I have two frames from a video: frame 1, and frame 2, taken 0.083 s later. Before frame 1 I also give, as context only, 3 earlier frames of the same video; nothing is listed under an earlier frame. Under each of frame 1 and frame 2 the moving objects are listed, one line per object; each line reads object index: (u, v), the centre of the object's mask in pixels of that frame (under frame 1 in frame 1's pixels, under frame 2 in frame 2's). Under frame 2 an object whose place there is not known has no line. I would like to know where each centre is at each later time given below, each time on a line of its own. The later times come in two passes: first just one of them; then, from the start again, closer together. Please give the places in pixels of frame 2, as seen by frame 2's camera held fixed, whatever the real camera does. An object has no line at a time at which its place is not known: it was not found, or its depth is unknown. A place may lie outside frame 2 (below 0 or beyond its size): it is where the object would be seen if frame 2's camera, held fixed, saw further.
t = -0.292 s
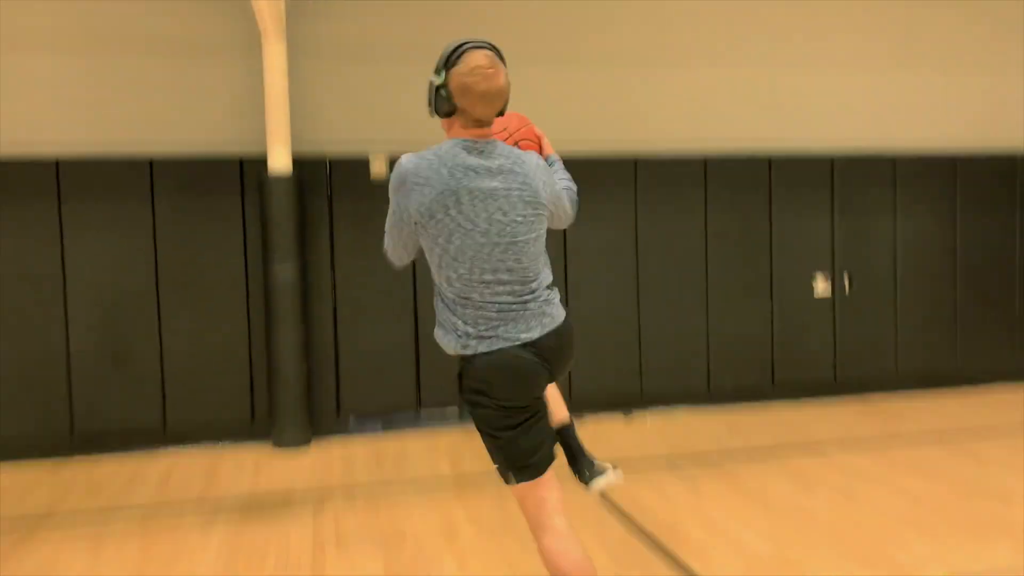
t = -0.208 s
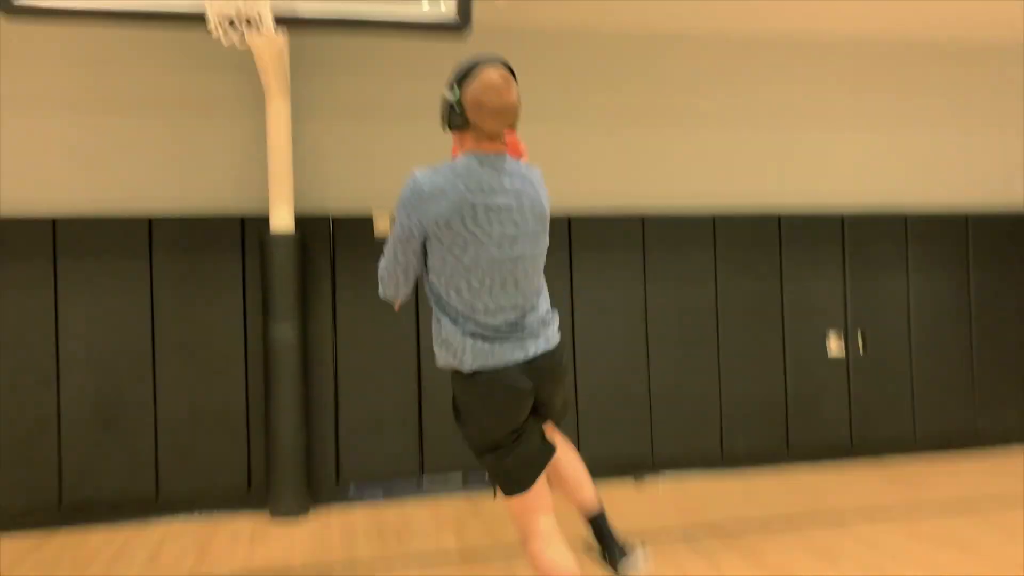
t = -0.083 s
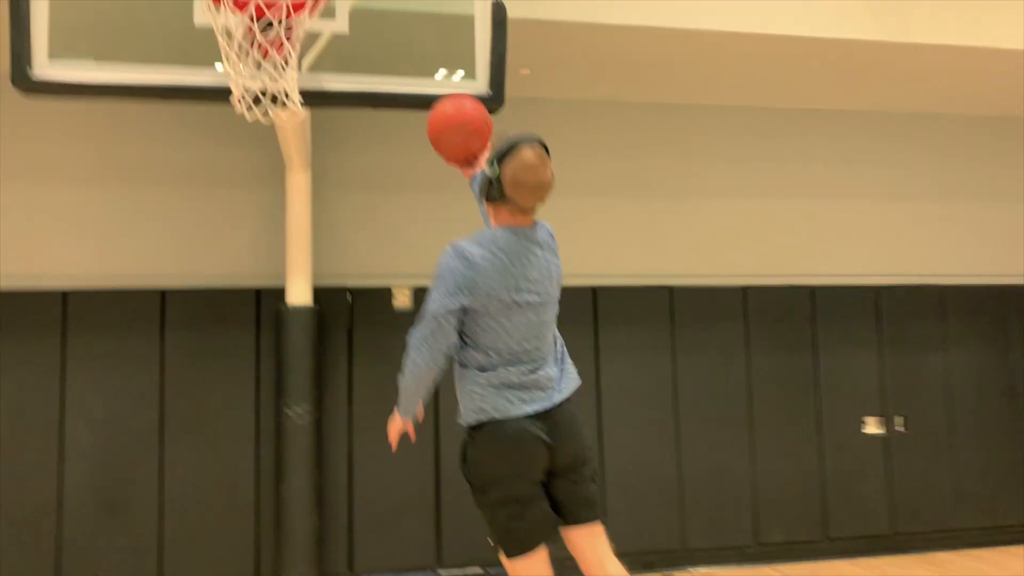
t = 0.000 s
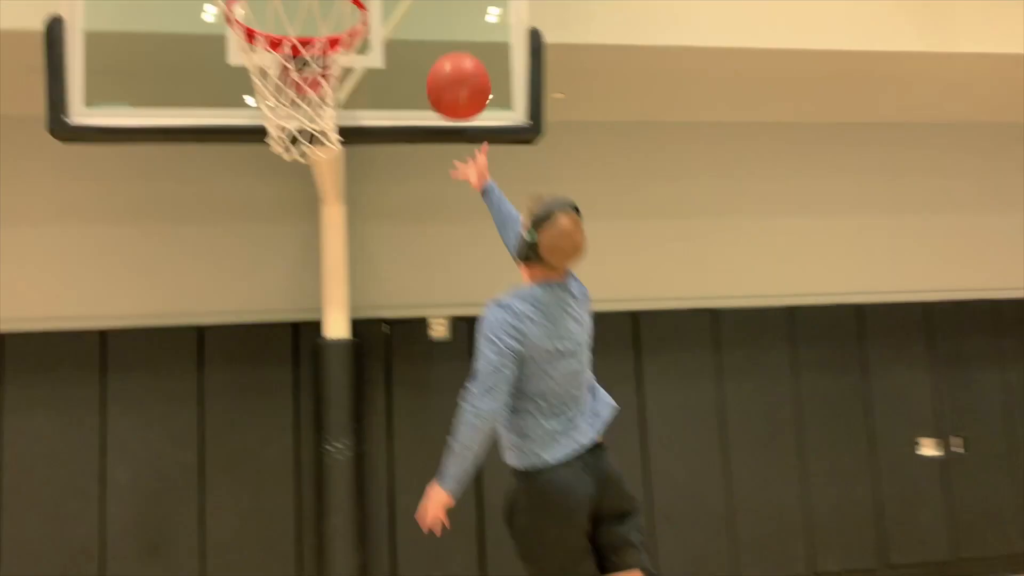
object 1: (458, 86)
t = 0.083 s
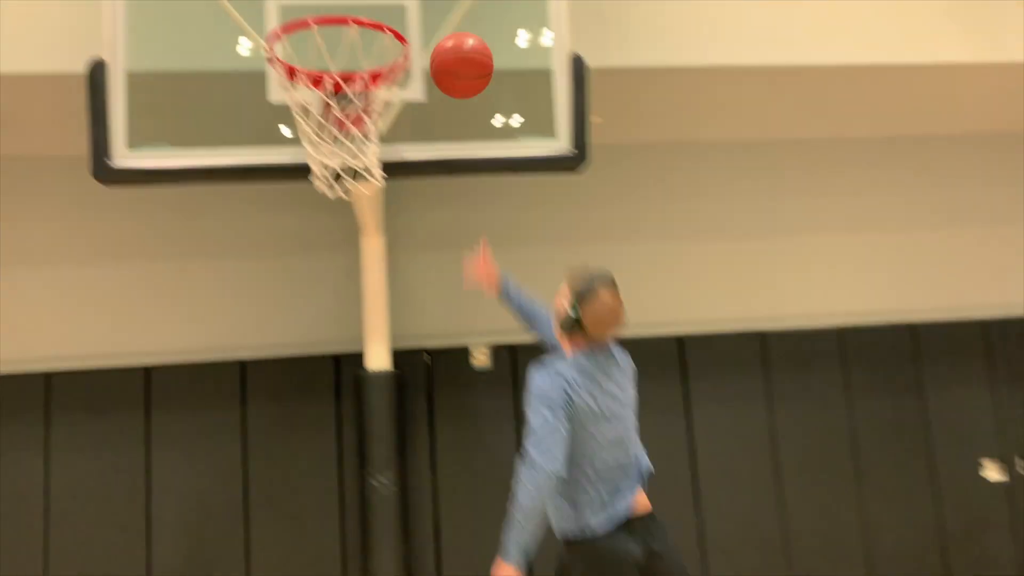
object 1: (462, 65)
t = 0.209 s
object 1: (417, 15)
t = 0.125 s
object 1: (443, 47)
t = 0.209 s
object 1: (417, 15)
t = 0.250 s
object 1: (406, 1)
